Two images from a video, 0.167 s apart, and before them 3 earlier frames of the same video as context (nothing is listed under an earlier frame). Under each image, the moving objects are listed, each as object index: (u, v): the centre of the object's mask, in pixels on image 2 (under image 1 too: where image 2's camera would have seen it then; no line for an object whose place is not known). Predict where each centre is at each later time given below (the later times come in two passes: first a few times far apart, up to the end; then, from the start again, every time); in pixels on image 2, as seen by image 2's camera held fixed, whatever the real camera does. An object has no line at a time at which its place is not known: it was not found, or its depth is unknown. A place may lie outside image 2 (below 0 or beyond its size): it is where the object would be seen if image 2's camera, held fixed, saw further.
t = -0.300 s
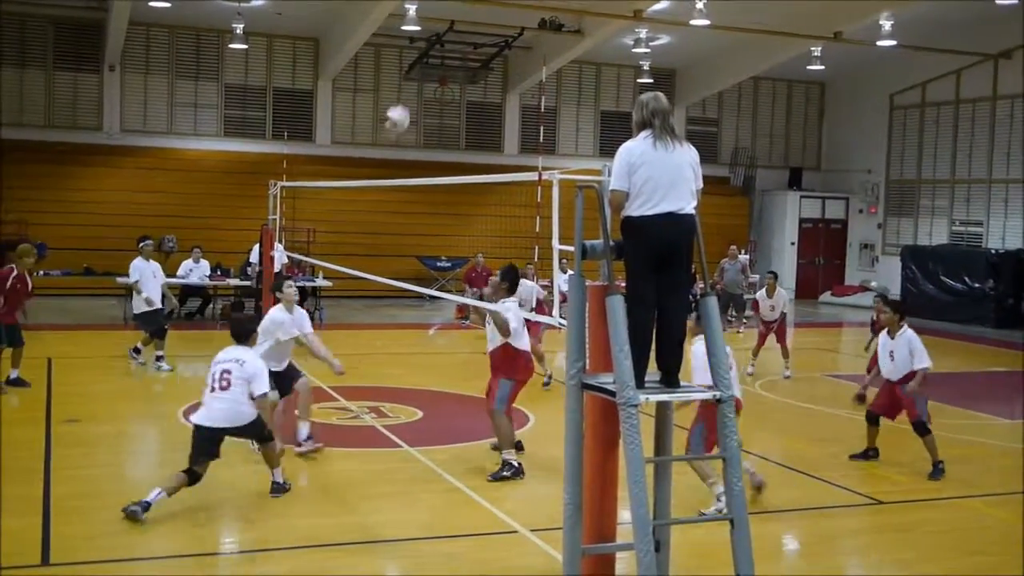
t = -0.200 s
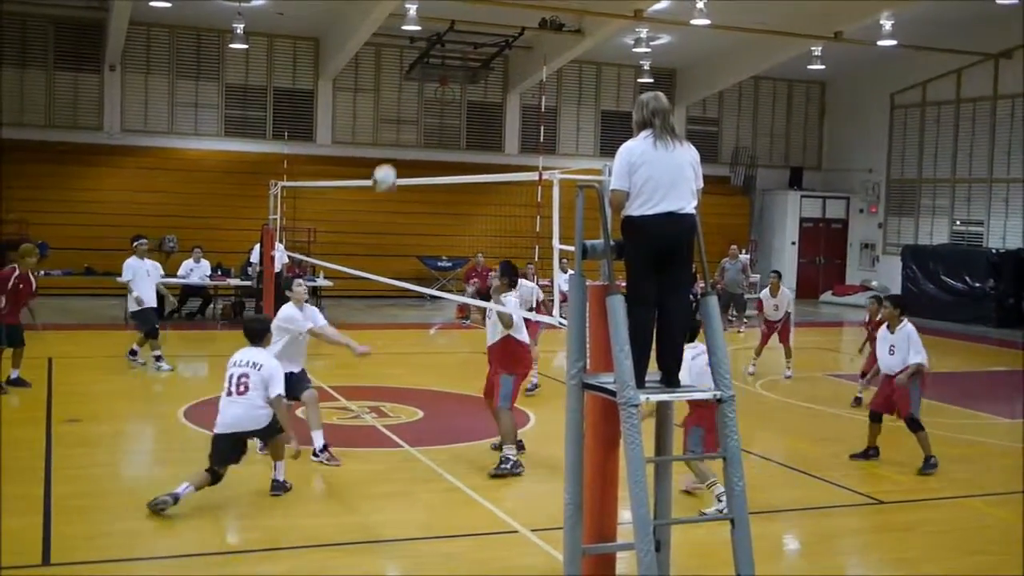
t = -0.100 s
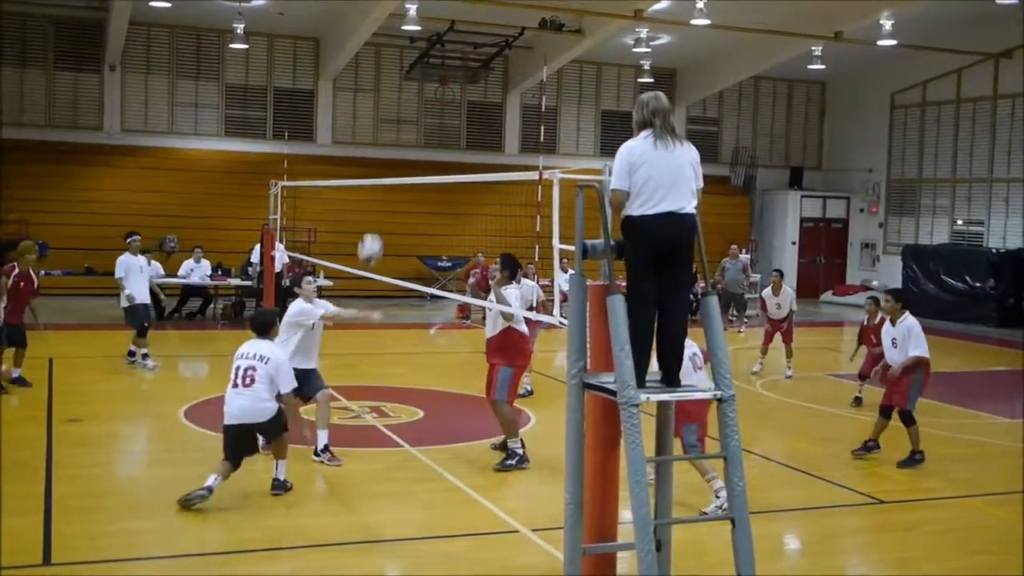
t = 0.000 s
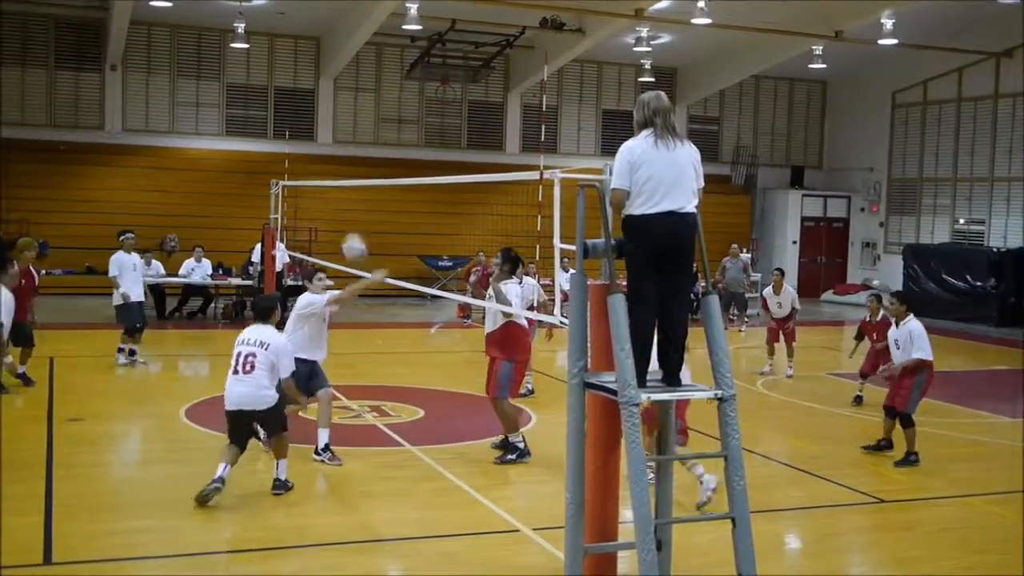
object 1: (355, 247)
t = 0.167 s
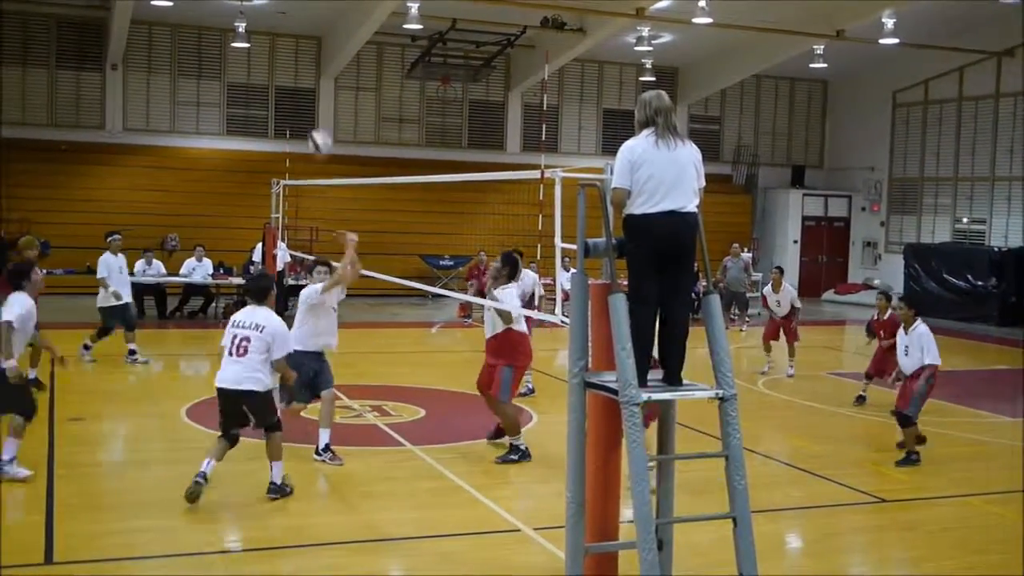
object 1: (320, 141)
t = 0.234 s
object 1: (306, 113)
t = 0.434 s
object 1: (264, 47)
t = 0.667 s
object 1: (216, 29)
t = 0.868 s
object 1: (176, 60)
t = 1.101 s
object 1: (132, 149)
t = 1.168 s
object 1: (120, 184)
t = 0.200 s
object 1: (313, 127)
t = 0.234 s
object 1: (306, 113)
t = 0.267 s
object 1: (299, 98)
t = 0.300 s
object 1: (292, 85)
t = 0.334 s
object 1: (284, 74)
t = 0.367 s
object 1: (277, 63)
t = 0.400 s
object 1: (271, 55)
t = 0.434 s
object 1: (264, 47)
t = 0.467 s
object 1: (258, 41)
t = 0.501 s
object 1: (250, 37)
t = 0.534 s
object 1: (243, 32)
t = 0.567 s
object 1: (237, 30)
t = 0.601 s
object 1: (231, 28)
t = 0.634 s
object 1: (223, 29)
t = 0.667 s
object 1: (216, 29)
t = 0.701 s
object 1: (210, 32)
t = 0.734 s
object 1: (202, 36)
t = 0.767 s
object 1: (196, 40)
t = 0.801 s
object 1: (189, 46)
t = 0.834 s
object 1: (183, 53)
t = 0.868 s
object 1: (176, 60)
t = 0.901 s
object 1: (171, 71)
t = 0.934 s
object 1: (164, 81)
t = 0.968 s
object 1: (158, 93)
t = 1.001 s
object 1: (151, 106)
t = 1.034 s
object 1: (144, 118)
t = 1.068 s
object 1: (139, 135)
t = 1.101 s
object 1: (132, 149)
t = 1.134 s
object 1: (128, 165)
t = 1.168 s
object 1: (120, 184)
